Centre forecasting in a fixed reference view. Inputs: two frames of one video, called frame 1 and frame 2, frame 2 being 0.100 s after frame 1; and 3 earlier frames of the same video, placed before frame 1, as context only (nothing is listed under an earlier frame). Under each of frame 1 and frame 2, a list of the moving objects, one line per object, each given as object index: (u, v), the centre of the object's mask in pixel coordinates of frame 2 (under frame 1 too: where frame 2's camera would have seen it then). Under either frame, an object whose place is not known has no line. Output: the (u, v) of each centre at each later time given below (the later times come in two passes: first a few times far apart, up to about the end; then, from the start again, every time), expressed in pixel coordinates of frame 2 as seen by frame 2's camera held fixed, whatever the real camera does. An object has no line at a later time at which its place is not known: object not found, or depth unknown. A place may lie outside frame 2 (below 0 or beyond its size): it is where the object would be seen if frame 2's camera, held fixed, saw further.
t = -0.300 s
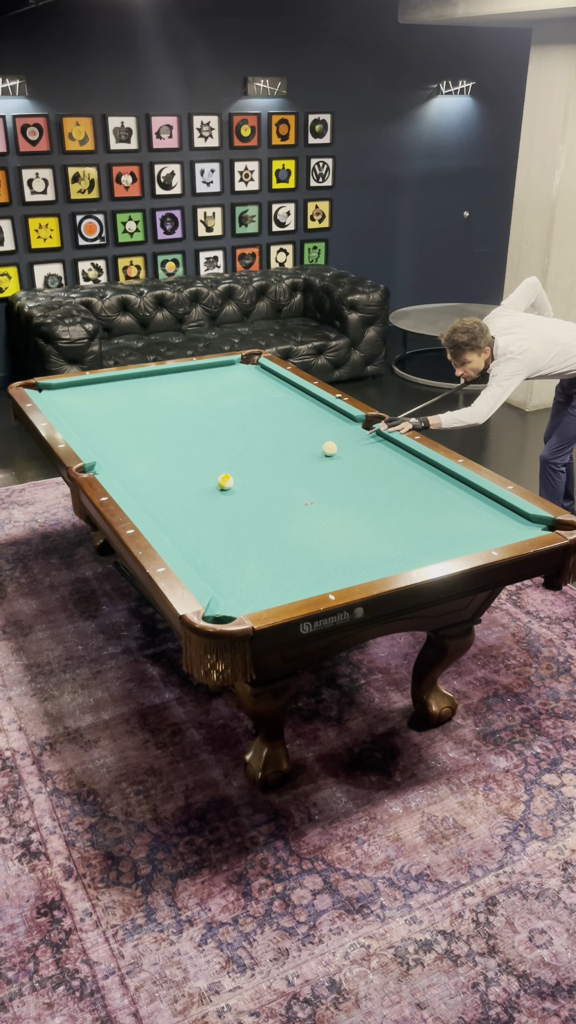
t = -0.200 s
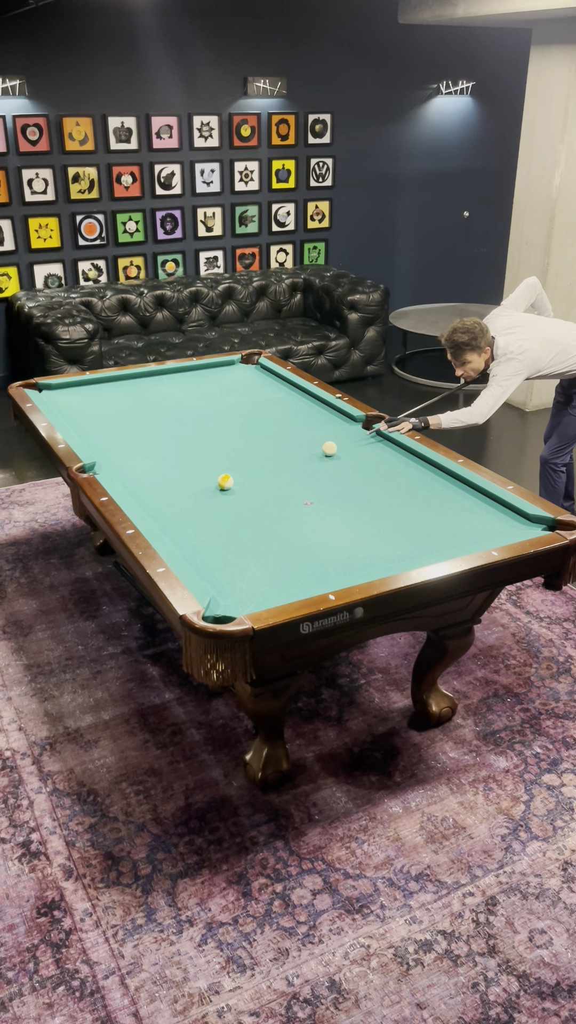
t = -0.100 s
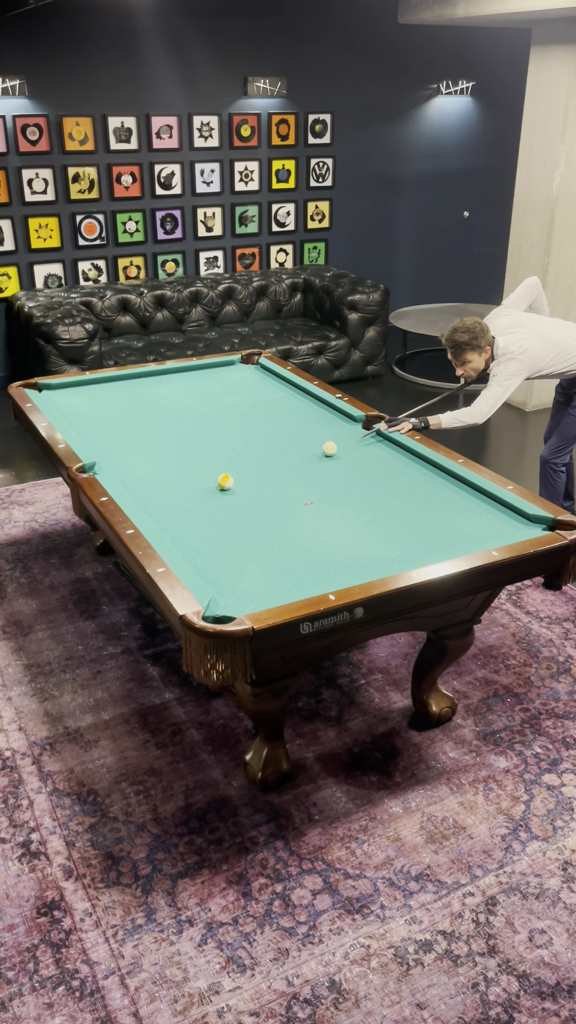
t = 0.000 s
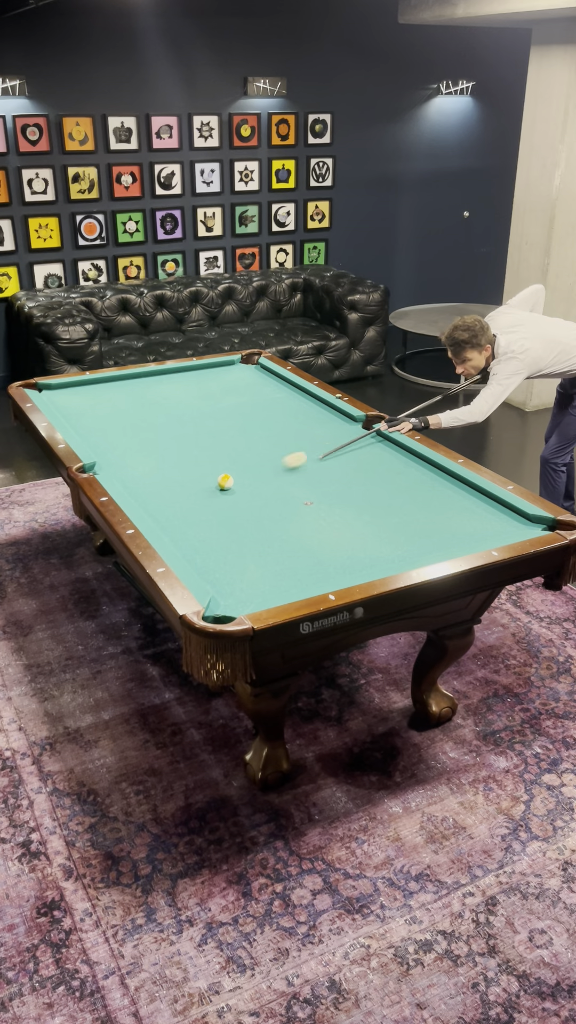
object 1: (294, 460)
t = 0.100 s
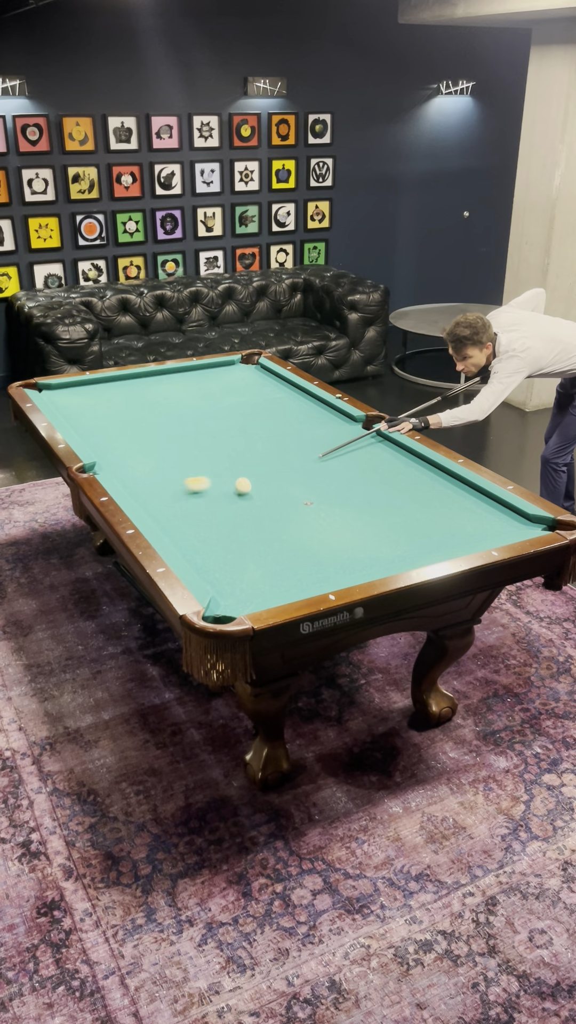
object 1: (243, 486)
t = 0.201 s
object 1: (250, 505)
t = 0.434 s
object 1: (271, 542)
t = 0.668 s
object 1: (296, 581)
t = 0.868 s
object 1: (294, 567)
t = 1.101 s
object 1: (290, 547)
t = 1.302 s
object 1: (286, 531)
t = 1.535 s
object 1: (282, 515)
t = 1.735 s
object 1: (279, 502)
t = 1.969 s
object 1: (276, 489)
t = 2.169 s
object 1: (274, 479)
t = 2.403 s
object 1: (271, 468)
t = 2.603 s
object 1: (270, 459)
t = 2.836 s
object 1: (268, 450)
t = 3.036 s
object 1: (267, 443)
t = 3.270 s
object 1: (265, 436)
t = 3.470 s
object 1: (264, 430)
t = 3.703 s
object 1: (262, 424)
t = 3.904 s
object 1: (261, 419)
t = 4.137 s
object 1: (259, 414)
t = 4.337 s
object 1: (258, 410)
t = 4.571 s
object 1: (257, 406)
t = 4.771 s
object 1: (256, 403)
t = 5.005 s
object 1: (256, 400)
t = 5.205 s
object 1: (255, 398)
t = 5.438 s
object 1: (254, 396)
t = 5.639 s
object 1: (253, 394)
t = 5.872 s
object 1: (253, 393)
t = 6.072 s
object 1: (253, 392)
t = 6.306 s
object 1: (252, 390)
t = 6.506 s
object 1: (252, 390)
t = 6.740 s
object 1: (252, 389)
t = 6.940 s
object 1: (252, 389)
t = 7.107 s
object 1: (252, 390)
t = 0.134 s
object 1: (245, 493)
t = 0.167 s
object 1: (247, 499)
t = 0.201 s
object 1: (250, 505)
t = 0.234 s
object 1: (253, 510)
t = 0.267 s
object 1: (255, 516)
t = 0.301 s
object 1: (258, 521)
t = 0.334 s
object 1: (261, 527)
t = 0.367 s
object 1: (264, 532)
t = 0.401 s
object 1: (267, 537)
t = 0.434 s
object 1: (271, 542)
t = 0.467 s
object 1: (274, 547)
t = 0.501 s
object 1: (278, 553)
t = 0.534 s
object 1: (281, 558)
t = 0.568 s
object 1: (285, 564)
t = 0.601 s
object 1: (288, 569)
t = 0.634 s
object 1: (292, 575)
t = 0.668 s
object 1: (296, 581)
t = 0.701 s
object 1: (300, 583)
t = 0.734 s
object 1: (298, 581)
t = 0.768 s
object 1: (297, 578)
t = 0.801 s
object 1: (296, 574)
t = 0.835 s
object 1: (295, 571)
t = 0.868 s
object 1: (294, 567)
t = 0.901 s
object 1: (294, 565)
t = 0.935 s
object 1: (293, 561)
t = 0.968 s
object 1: (292, 558)
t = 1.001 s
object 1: (291, 556)
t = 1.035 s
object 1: (291, 552)
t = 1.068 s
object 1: (290, 550)
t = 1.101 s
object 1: (290, 547)
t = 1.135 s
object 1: (289, 544)
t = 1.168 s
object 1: (288, 542)
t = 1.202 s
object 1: (288, 539)
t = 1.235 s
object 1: (287, 536)
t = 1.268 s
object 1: (286, 534)
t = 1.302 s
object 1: (286, 531)
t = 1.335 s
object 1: (285, 529)
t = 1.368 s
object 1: (285, 526)
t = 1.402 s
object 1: (284, 524)
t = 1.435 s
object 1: (283, 522)
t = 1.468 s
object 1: (283, 519)
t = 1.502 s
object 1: (282, 517)
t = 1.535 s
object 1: (282, 515)
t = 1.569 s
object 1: (281, 513)
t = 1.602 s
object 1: (281, 510)
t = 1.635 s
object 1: (280, 508)
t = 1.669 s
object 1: (280, 506)
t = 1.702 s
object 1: (279, 504)
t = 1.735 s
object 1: (279, 502)
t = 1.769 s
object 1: (278, 500)
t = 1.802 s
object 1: (278, 498)
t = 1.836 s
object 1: (277, 496)
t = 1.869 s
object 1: (277, 494)
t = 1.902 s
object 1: (277, 492)
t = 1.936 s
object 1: (276, 490)
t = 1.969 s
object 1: (276, 489)
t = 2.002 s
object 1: (276, 487)
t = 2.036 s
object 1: (275, 485)
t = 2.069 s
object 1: (275, 484)
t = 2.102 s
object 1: (274, 482)
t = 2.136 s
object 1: (274, 480)
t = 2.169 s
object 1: (274, 479)
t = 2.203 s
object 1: (273, 477)
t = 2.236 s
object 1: (273, 475)
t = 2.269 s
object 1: (273, 474)
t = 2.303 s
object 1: (272, 472)
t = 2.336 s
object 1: (272, 471)
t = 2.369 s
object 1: (272, 469)
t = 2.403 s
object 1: (271, 468)
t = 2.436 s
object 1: (271, 466)
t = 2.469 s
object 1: (271, 465)
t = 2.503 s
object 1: (271, 463)
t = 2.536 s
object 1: (270, 462)
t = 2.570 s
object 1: (270, 460)
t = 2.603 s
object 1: (270, 459)
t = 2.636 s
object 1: (270, 458)
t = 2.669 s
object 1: (269, 456)
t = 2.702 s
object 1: (269, 455)
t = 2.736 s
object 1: (269, 454)
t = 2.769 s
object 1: (269, 453)
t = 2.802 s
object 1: (268, 451)
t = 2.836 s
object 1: (268, 450)
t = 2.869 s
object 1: (268, 449)
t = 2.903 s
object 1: (268, 448)
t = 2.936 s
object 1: (267, 446)
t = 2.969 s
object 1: (267, 445)
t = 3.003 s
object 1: (267, 444)
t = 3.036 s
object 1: (267, 443)
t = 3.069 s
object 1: (266, 442)
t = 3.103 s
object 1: (266, 441)
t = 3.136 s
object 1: (266, 440)
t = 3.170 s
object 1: (266, 439)
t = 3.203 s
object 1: (266, 438)
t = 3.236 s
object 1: (265, 437)
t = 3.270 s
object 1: (265, 436)
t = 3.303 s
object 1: (265, 435)
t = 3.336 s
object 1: (264, 433)
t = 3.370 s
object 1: (264, 433)
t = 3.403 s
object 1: (264, 432)
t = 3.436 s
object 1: (264, 431)
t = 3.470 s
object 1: (264, 430)
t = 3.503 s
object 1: (263, 429)
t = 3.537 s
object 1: (263, 428)
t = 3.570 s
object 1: (263, 427)
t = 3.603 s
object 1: (263, 426)
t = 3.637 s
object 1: (263, 425)
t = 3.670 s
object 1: (262, 425)
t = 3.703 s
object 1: (262, 424)
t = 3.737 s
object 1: (262, 423)
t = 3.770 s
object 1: (262, 422)
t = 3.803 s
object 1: (261, 421)
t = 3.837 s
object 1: (261, 421)
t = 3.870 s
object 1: (261, 420)
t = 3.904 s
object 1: (261, 419)
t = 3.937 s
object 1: (260, 418)
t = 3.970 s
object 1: (260, 418)
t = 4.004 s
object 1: (260, 417)
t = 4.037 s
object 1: (260, 416)
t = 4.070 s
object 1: (260, 415)
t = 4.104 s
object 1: (260, 415)
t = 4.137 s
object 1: (259, 414)
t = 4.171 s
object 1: (259, 413)
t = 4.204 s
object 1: (259, 413)
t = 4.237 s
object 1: (259, 412)
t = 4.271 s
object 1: (259, 412)
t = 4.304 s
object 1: (258, 411)
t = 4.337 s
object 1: (258, 410)
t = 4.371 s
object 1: (258, 410)
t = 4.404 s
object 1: (258, 409)
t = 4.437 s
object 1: (258, 409)
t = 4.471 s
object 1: (258, 408)
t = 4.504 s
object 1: (257, 407)
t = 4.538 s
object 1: (257, 407)
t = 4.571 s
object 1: (257, 406)
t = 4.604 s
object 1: (257, 406)
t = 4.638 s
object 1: (257, 405)
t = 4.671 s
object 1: (257, 405)
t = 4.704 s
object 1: (257, 404)
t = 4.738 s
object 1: (256, 404)
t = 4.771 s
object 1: (256, 403)
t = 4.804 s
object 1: (256, 403)
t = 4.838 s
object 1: (256, 402)
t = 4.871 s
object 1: (256, 402)
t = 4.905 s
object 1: (256, 402)
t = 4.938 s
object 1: (256, 401)
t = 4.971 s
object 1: (256, 401)
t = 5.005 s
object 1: (256, 400)
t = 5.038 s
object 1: (256, 400)
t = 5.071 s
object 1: (255, 400)
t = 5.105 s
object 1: (255, 399)
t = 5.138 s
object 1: (255, 399)
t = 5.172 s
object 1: (255, 399)
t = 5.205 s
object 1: (255, 398)
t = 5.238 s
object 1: (255, 398)
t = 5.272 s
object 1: (255, 398)
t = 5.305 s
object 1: (255, 397)
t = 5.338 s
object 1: (255, 397)
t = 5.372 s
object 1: (254, 396)
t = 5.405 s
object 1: (254, 396)
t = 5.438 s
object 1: (254, 396)
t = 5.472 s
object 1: (254, 396)
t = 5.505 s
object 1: (254, 395)
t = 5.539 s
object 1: (254, 395)
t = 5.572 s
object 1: (254, 395)
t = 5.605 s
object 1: (254, 394)
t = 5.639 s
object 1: (253, 394)
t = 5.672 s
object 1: (253, 394)
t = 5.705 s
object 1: (253, 394)
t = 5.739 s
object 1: (253, 393)
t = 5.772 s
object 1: (253, 393)
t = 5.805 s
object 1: (253, 393)
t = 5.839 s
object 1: (253, 393)
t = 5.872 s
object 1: (253, 393)
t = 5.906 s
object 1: (253, 392)
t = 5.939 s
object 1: (253, 392)
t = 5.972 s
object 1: (253, 392)
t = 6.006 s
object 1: (253, 392)
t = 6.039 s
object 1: (253, 392)
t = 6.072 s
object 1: (253, 392)
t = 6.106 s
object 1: (253, 391)
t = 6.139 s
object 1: (253, 391)
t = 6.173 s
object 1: (253, 391)
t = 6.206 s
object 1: (253, 391)
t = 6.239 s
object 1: (252, 391)
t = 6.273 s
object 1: (252, 391)
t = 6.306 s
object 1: (252, 390)
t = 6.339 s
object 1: (252, 390)
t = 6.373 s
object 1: (252, 390)
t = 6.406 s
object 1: (252, 390)
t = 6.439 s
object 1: (252, 390)
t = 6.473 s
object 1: (252, 390)
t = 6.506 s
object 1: (252, 390)
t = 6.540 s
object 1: (252, 390)
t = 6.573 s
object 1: (252, 390)
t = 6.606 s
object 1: (252, 390)
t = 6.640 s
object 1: (252, 390)
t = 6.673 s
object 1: (252, 390)
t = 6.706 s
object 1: (252, 390)
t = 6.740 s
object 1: (252, 389)
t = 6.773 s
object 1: (252, 389)
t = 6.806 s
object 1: (252, 389)
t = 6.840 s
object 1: (252, 389)
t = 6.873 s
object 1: (252, 389)
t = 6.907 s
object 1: (252, 389)
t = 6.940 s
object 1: (252, 389)
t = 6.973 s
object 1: (252, 389)
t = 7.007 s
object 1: (252, 390)
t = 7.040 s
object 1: (252, 389)
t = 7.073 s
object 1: (252, 390)
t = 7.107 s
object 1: (252, 390)
